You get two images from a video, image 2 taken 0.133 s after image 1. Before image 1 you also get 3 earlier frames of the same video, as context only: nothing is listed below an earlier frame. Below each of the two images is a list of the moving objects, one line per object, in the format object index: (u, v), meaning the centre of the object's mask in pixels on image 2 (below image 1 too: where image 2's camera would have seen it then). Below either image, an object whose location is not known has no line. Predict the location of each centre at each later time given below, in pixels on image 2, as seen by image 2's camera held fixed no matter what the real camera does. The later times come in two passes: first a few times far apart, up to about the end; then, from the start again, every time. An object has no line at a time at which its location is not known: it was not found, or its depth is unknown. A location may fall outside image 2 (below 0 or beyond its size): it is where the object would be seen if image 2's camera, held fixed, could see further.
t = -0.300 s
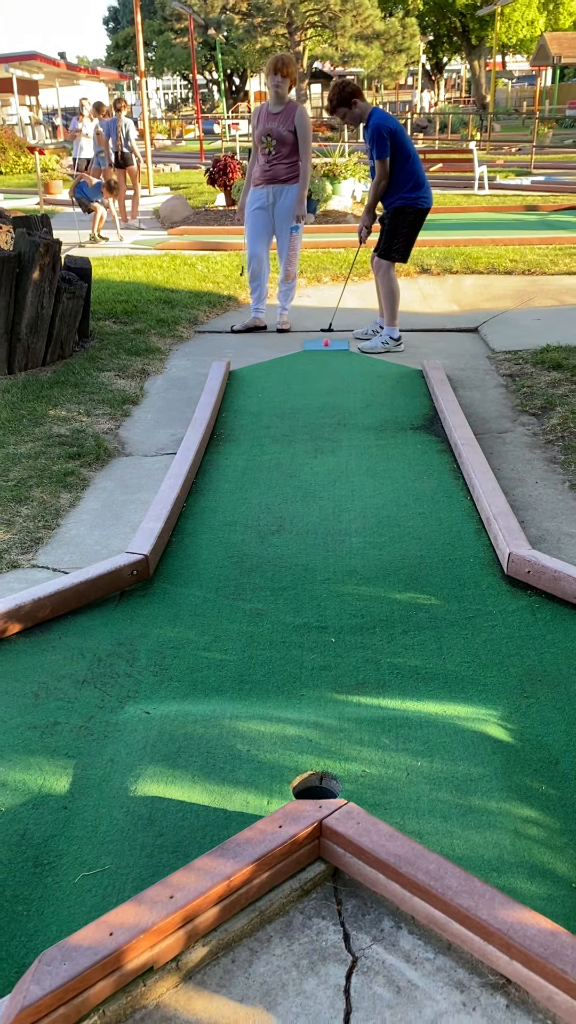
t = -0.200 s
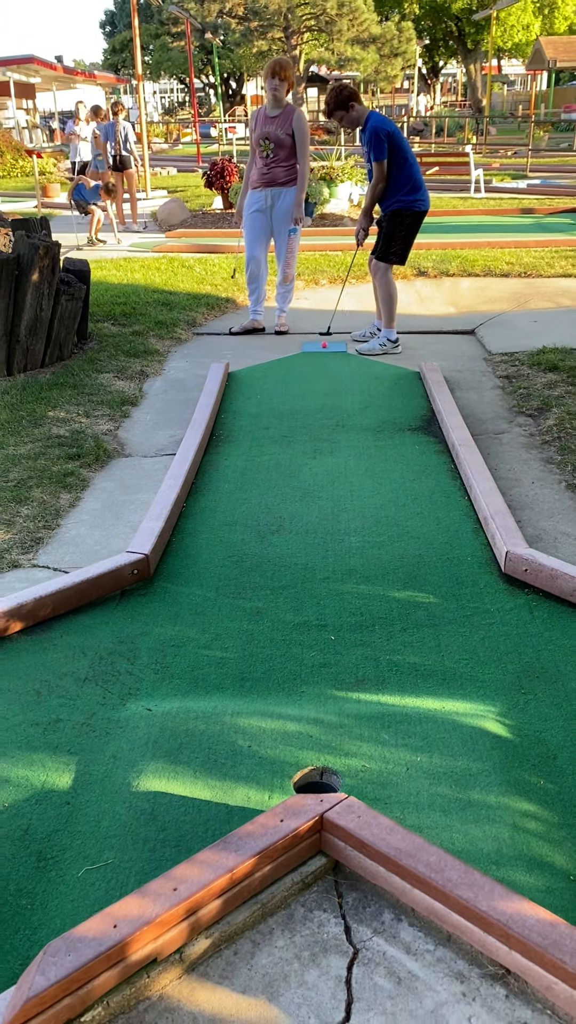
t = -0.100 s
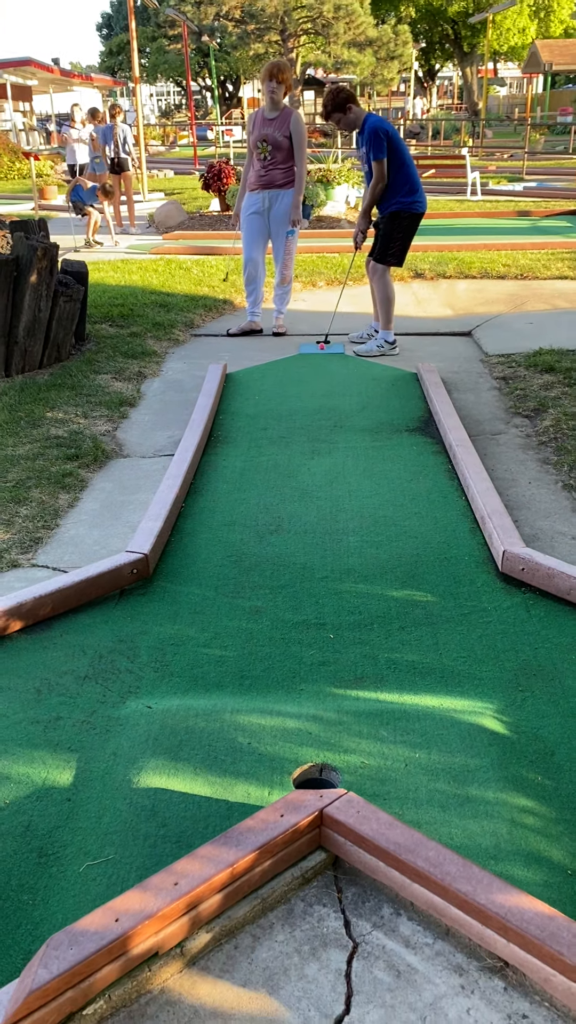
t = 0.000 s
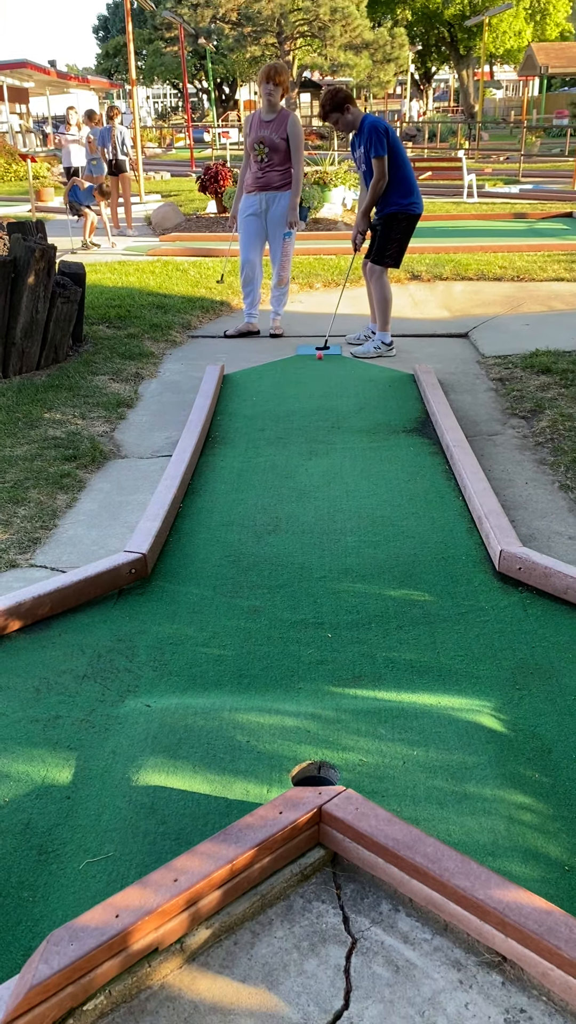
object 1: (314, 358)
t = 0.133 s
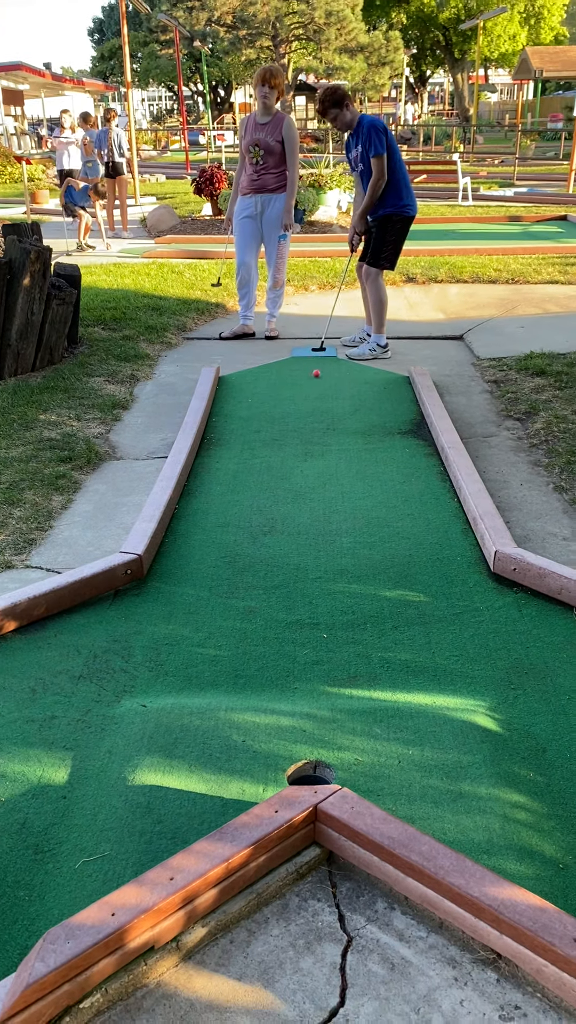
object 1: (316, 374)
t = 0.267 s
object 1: (317, 389)
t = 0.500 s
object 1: (321, 421)
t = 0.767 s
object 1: (326, 461)
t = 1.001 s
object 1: (330, 502)
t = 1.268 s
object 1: (335, 566)
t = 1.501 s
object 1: (340, 644)
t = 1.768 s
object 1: (349, 738)
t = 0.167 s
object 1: (316, 377)
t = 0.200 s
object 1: (316, 381)
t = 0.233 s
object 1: (317, 386)
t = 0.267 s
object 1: (317, 389)
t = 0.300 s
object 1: (317, 394)
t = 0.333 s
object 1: (318, 398)
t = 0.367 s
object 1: (318, 402)
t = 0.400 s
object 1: (319, 406)
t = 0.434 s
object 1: (320, 411)
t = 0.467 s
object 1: (320, 416)
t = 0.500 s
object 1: (321, 421)
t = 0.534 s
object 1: (322, 426)
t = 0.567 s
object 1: (322, 431)
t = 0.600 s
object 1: (323, 436)
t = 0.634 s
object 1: (323, 441)
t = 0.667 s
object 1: (324, 446)
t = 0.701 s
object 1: (325, 451)
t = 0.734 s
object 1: (325, 456)
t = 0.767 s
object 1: (326, 461)
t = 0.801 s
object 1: (326, 466)
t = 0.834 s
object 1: (327, 471)
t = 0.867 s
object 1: (327, 477)
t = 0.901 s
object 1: (328, 483)
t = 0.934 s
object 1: (328, 488)
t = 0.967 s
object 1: (330, 495)
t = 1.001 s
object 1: (330, 502)
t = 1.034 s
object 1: (331, 509)
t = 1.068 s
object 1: (332, 516)
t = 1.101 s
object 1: (333, 523)
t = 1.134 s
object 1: (334, 532)
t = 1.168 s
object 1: (334, 540)
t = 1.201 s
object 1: (335, 548)
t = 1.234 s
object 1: (335, 557)
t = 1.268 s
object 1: (335, 566)
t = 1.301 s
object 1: (336, 575)
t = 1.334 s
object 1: (336, 586)
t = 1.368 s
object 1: (337, 597)
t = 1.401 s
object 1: (338, 608)
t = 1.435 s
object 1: (338, 620)
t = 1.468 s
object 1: (340, 632)
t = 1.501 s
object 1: (340, 644)
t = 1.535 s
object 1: (341, 657)
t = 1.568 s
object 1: (343, 671)
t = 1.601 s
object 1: (344, 684)
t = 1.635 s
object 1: (345, 693)
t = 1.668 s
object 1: (346, 699)
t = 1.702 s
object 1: (347, 707)
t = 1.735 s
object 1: (348, 721)
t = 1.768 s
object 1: (349, 738)
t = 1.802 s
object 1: (351, 754)
